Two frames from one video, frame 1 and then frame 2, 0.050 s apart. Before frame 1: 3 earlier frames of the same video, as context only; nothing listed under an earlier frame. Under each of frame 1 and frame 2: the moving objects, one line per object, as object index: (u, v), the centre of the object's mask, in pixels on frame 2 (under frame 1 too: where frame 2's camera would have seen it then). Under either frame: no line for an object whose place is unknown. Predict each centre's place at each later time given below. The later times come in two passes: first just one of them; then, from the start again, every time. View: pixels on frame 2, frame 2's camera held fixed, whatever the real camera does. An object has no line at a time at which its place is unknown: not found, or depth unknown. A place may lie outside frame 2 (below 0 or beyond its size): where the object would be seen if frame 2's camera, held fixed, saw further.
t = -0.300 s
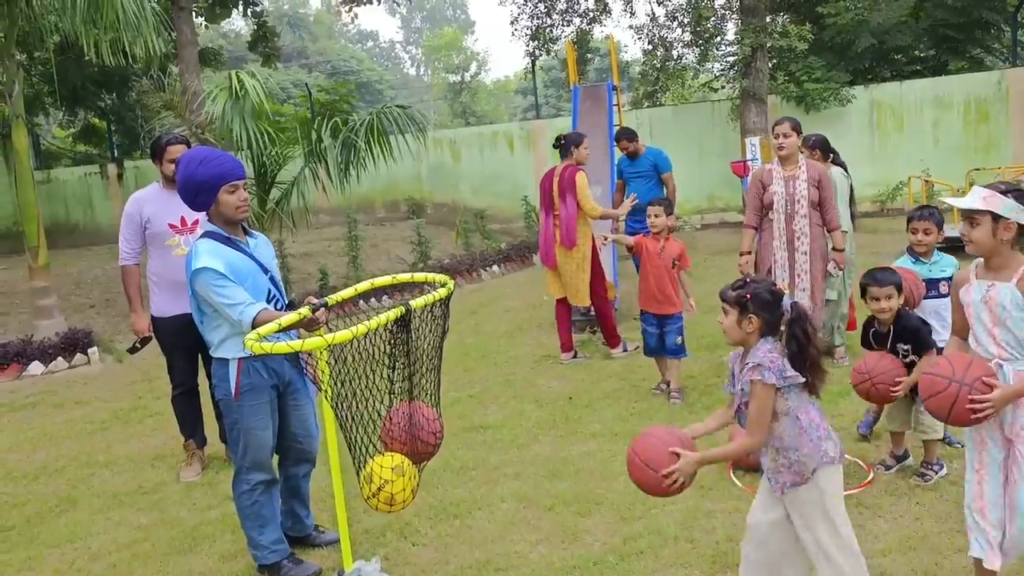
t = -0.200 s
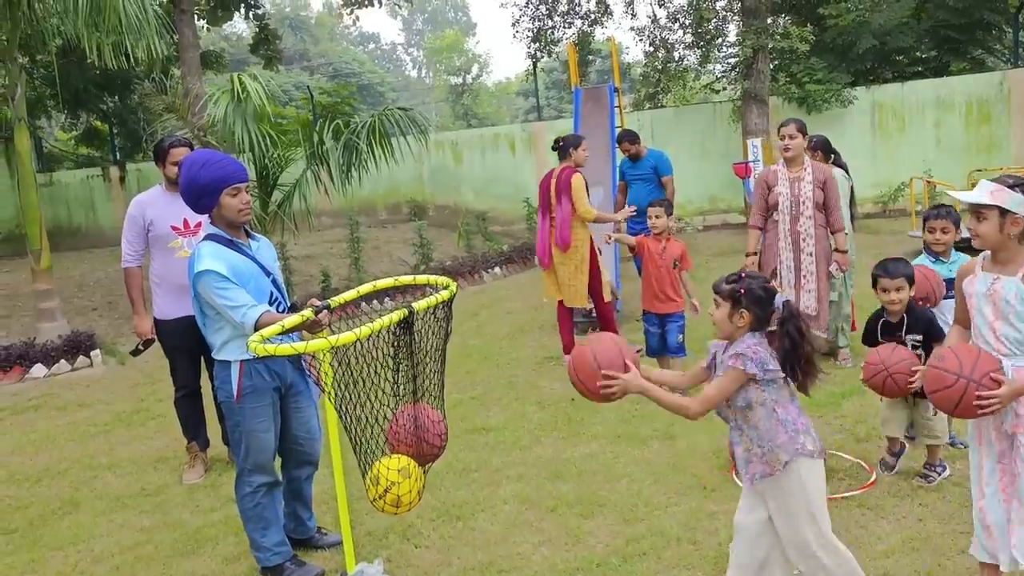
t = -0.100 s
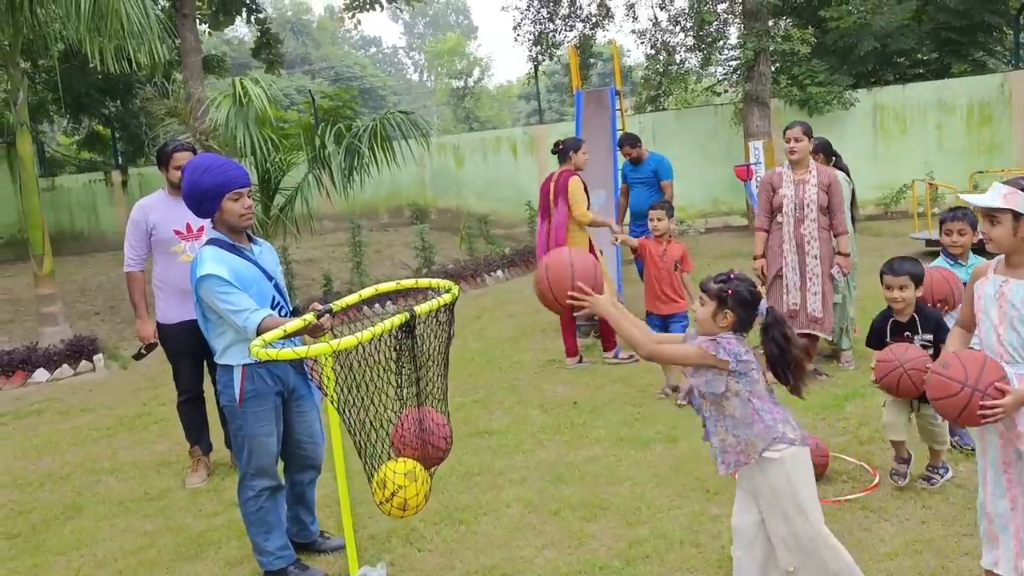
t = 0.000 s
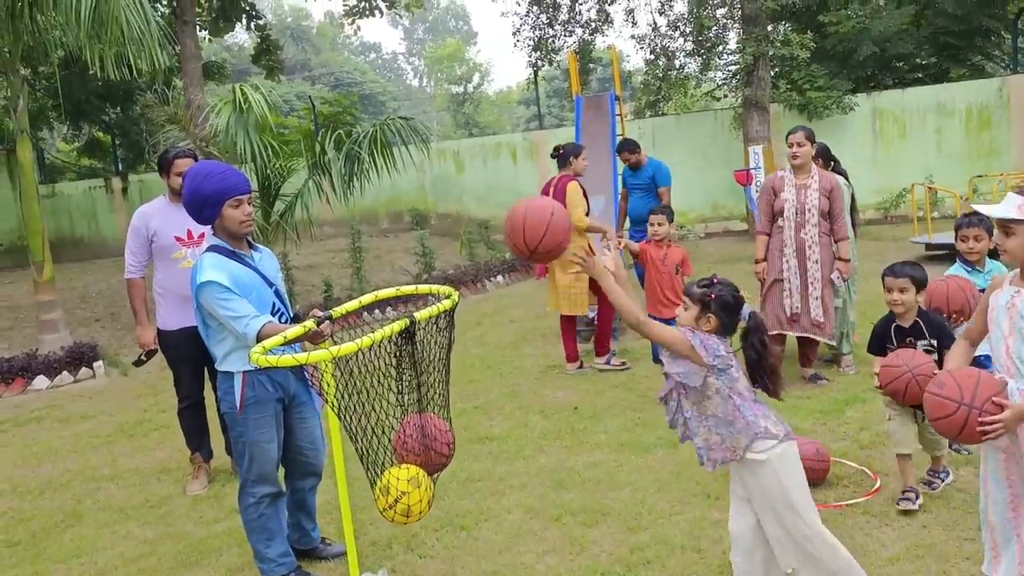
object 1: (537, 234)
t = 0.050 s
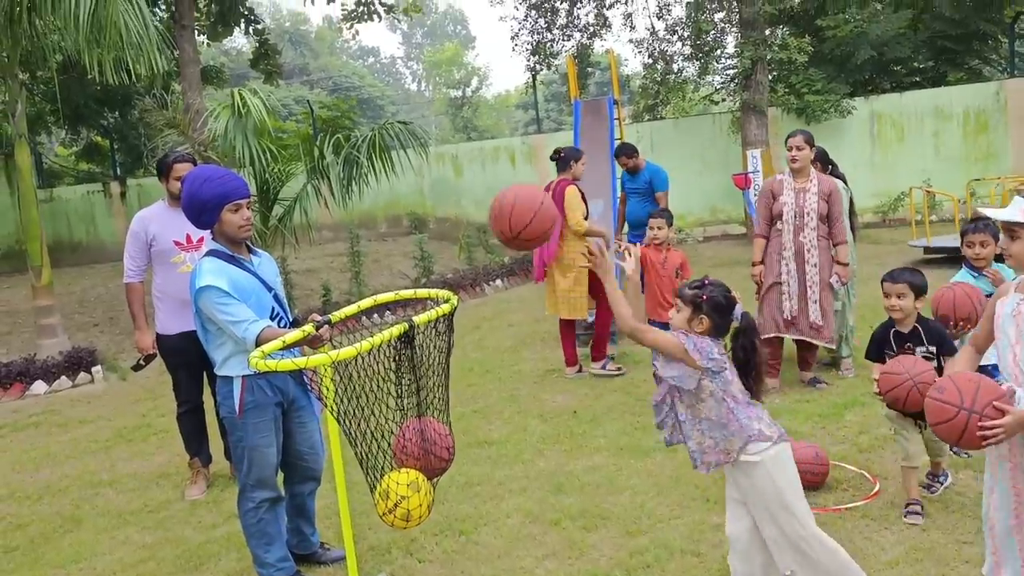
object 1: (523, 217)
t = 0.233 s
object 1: (483, 220)
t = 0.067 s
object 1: (518, 213)
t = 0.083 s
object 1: (514, 209)
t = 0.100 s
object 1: (510, 208)
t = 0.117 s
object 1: (507, 206)
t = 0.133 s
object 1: (503, 206)
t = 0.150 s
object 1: (499, 206)
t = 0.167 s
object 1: (496, 207)
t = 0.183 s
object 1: (492, 209)
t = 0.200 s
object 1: (489, 212)
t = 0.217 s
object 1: (487, 215)
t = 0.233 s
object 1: (483, 220)
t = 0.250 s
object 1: (481, 224)
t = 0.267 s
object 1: (478, 230)
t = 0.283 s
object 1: (475, 237)
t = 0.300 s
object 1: (472, 244)
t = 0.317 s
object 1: (470, 252)
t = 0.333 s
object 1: (468, 261)
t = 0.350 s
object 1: (463, 271)
